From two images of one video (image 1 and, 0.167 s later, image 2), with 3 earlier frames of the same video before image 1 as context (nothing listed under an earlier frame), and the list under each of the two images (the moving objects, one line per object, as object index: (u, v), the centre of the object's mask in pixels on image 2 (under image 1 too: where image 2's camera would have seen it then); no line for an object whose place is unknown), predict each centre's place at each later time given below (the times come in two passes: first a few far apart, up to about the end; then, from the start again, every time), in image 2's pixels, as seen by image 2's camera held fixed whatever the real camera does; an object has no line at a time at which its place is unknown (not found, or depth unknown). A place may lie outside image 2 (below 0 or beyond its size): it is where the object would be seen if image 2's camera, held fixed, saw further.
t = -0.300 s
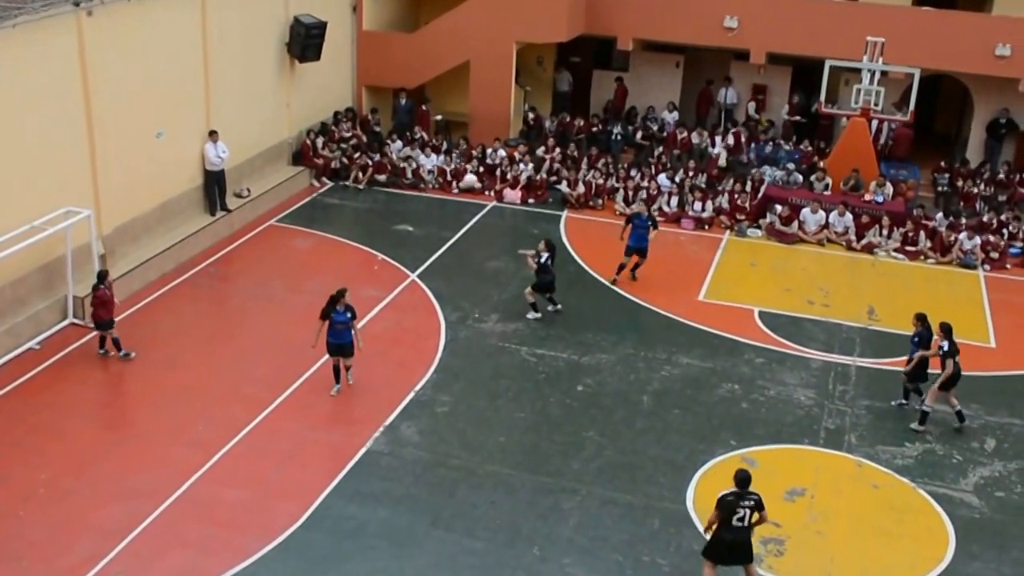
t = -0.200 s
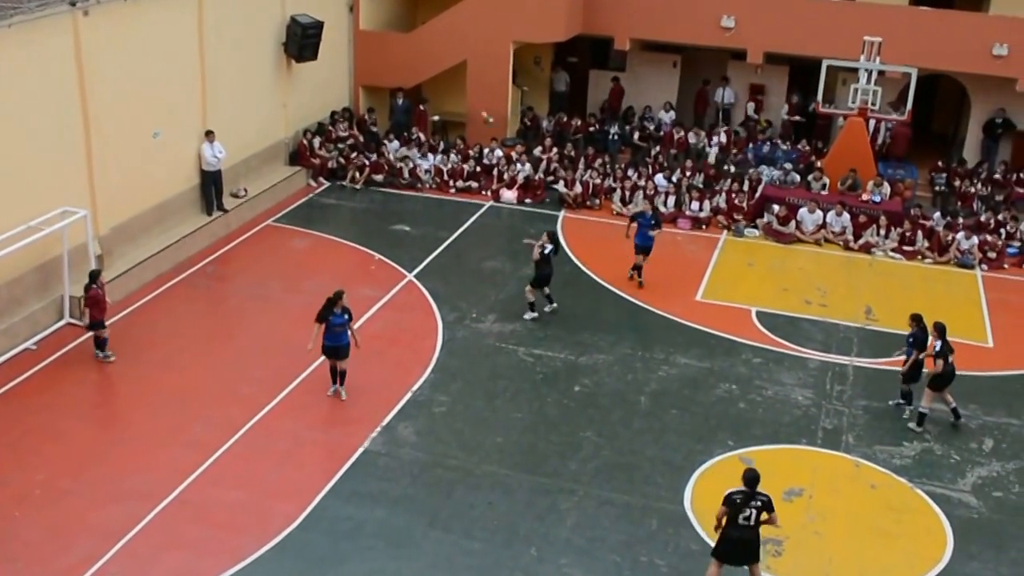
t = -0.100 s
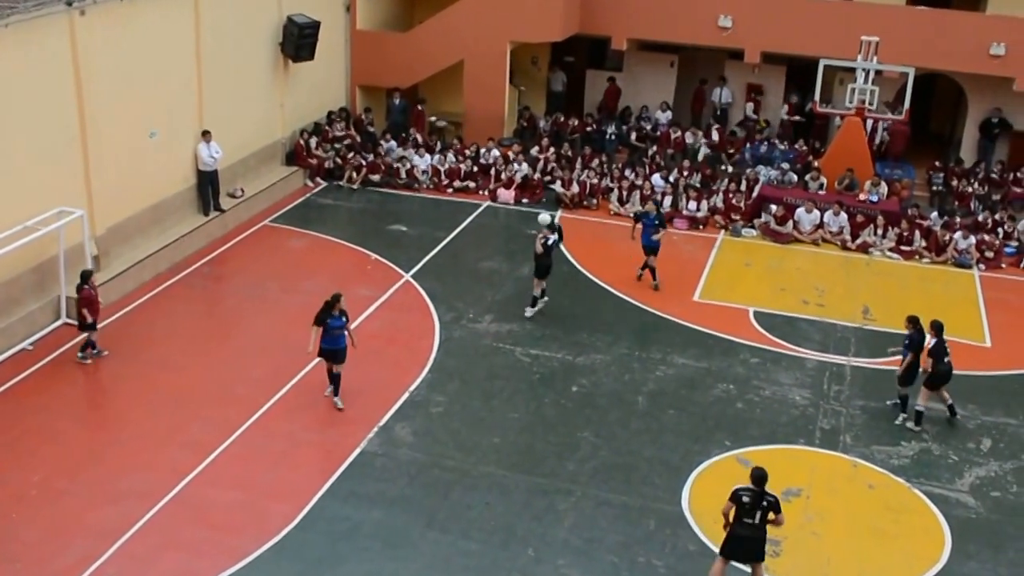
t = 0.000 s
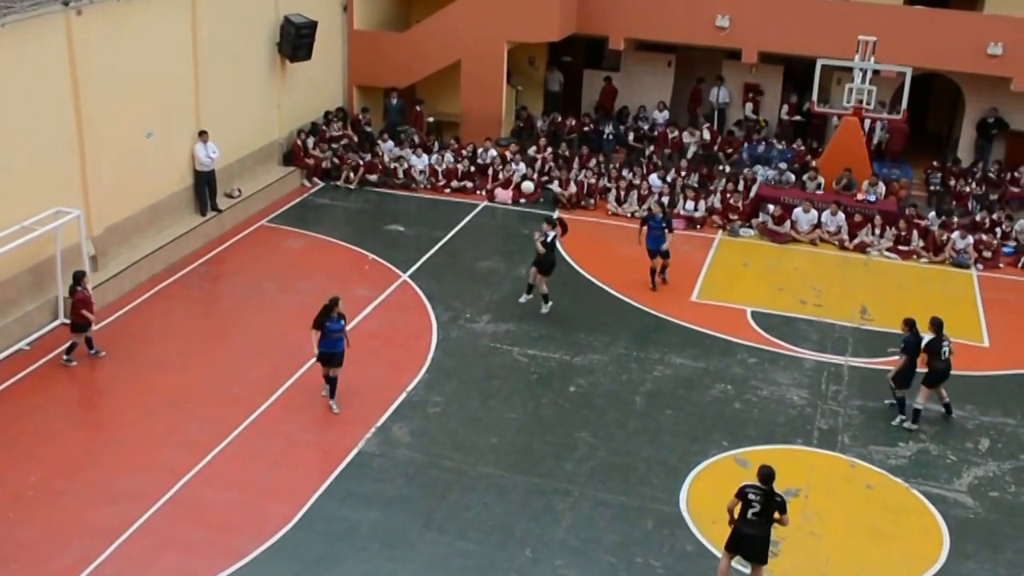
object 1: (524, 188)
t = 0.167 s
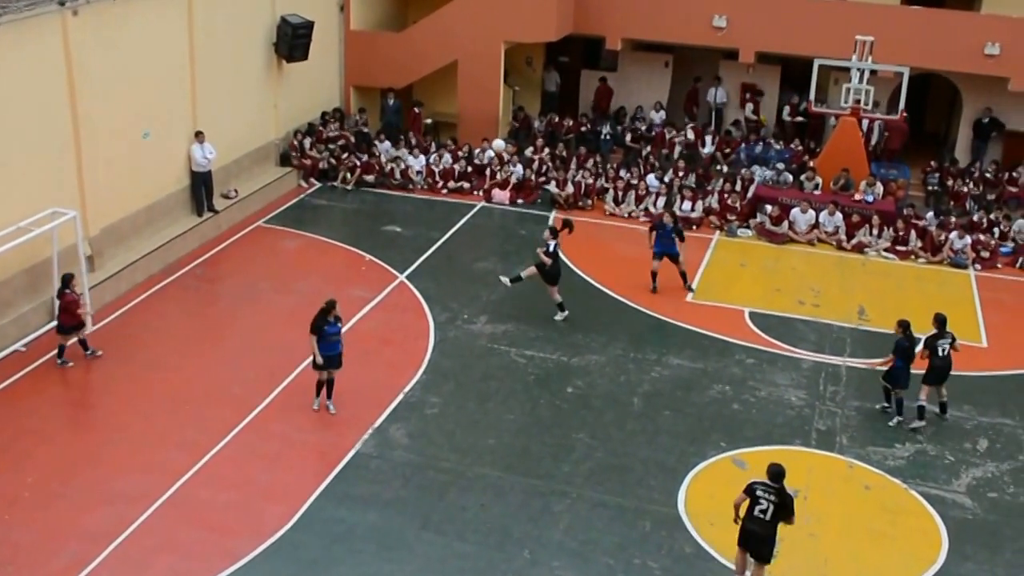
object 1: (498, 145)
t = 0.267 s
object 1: (481, 128)
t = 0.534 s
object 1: (436, 110)
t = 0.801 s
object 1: (392, 136)
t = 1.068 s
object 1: (348, 204)
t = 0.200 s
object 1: (492, 138)
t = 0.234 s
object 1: (487, 133)
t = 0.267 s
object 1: (481, 128)
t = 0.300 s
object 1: (475, 123)
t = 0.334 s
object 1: (470, 119)
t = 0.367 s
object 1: (464, 116)
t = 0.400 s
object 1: (459, 114)
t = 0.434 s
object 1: (453, 112)
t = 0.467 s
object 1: (448, 110)
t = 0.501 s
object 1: (442, 110)
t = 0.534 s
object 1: (436, 110)
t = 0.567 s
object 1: (431, 110)
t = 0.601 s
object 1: (424, 113)
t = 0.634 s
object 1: (419, 115)
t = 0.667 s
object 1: (414, 117)
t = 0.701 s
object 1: (408, 121)
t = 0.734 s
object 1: (403, 126)
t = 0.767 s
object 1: (397, 131)
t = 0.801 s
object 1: (392, 136)
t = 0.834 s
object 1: (386, 142)
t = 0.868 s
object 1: (380, 149)
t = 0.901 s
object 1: (374, 156)
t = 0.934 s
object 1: (369, 165)
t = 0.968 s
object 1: (364, 174)
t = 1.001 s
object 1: (359, 183)
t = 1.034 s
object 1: (353, 193)
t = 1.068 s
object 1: (348, 204)
